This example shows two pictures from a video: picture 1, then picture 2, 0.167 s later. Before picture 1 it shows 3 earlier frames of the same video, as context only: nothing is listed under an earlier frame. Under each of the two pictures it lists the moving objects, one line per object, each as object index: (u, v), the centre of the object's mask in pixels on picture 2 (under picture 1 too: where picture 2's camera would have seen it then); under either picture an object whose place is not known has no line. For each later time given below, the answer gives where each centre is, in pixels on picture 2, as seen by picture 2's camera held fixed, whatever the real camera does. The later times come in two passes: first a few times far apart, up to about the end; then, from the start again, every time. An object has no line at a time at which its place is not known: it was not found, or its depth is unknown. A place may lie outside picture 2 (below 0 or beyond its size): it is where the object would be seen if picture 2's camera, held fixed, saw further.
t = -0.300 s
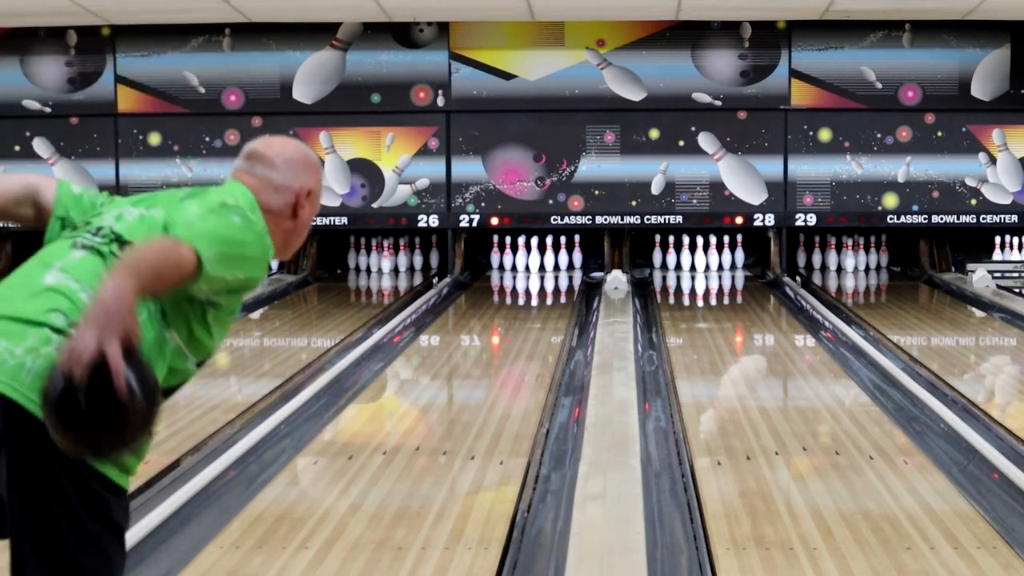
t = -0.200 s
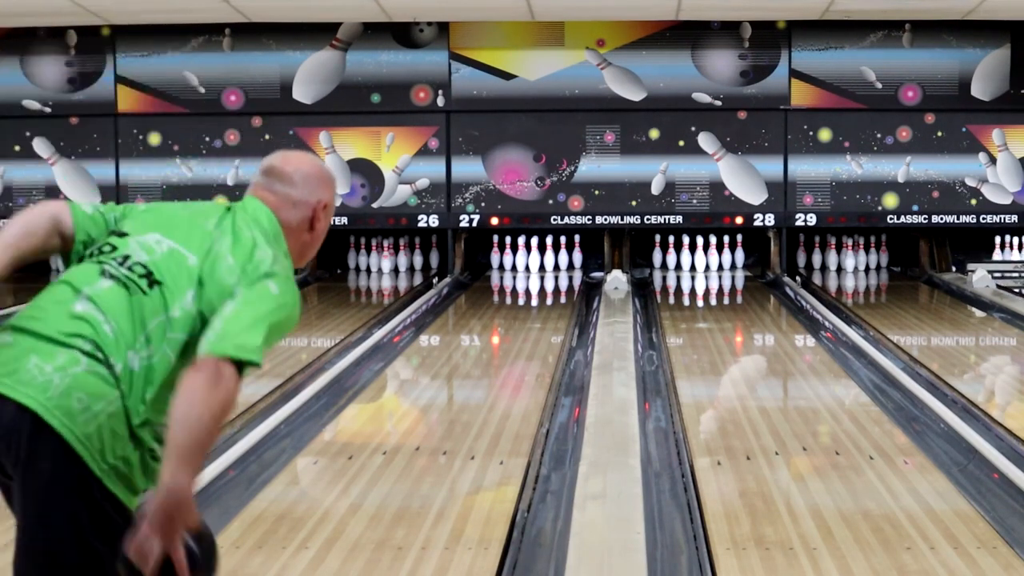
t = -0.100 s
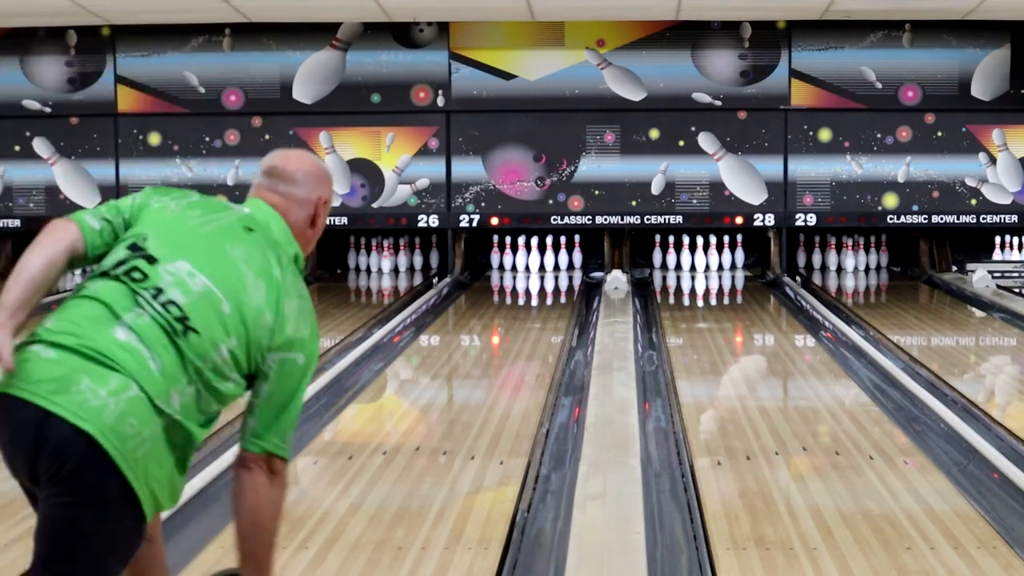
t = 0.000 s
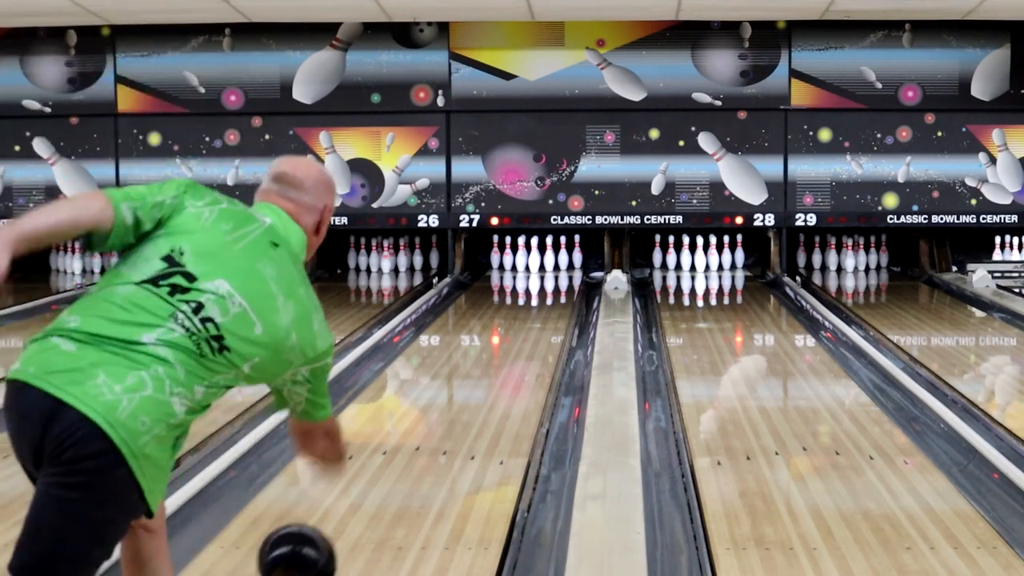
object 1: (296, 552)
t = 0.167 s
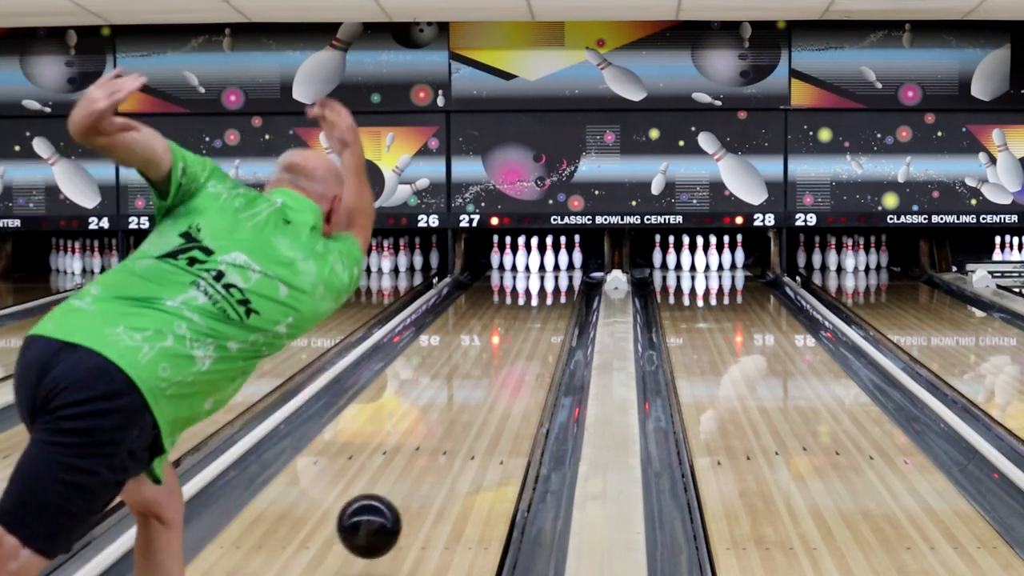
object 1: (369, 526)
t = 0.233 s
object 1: (391, 517)
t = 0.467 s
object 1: (447, 446)
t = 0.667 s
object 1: (480, 404)
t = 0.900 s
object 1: (506, 367)
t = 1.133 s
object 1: (525, 339)
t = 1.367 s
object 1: (538, 318)
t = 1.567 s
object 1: (544, 303)
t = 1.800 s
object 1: (548, 288)
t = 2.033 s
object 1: (547, 277)
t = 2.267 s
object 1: (541, 268)
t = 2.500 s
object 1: (532, 261)
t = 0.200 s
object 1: (381, 529)
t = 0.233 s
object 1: (391, 517)
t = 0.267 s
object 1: (401, 504)
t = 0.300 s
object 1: (410, 495)
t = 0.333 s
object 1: (418, 484)
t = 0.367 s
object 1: (426, 473)
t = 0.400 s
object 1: (434, 464)
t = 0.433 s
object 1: (441, 454)
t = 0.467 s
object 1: (447, 446)
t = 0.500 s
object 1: (454, 438)
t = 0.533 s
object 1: (460, 430)
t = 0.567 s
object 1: (465, 423)
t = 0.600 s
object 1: (470, 416)
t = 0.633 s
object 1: (475, 410)
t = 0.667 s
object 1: (480, 404)
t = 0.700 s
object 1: (485, 397)
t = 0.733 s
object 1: (489, 392)
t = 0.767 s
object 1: (493, 387)
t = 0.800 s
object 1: (496, 381)
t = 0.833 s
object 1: (500, 376)
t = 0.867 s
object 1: (503, 372)
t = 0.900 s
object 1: (506, 367)
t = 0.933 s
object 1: (510, 362)
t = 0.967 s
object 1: (513, 358)
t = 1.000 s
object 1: (515, 354)
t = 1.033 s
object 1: (518, 350)
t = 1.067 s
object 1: (520, 346)
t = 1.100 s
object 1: (523, 342)
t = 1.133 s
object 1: (525, 339)
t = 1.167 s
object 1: (527, 336)
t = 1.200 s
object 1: (529, 332)
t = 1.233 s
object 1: (531, 329)
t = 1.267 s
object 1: (533, 326)
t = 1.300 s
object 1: (535, 323)
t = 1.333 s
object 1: (536, 320)
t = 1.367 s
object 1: (538, 318)
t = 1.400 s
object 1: (539, 315)
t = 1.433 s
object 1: (541, 312)
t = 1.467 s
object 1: (541, 310)
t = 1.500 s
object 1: (543, 308)
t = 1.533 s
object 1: (543, 305)
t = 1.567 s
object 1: (544, 303)
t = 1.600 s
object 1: (545, 301)
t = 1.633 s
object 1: (546, 298)
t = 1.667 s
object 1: (546, 296)
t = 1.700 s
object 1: (547, 294)
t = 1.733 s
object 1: (547, 292)
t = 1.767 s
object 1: (548, 290)
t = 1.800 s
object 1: (548, 288)
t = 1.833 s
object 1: (548, 286)
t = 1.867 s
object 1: (549, 285)
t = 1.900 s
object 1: (548, 283)
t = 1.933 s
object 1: (548, 282)
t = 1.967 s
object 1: (548, 280)
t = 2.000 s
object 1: (548, 279)
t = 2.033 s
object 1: (547, 277)
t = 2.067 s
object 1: (547, 276)
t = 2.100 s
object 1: (546, 274)
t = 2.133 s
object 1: (546, 273)
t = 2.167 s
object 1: (545, 272)
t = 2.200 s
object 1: (544, 270)
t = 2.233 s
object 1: (542, 269)
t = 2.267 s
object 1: (541, 268)
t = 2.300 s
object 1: (540, 267)
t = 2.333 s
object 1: (538, 266)
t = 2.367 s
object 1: (537, 264)
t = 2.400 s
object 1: (536, 264)
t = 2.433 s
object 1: (536, 263)
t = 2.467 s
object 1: (535, 263)
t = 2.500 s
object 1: (532, 261)
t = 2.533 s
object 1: (529, 261)
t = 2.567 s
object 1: (528, 262)
